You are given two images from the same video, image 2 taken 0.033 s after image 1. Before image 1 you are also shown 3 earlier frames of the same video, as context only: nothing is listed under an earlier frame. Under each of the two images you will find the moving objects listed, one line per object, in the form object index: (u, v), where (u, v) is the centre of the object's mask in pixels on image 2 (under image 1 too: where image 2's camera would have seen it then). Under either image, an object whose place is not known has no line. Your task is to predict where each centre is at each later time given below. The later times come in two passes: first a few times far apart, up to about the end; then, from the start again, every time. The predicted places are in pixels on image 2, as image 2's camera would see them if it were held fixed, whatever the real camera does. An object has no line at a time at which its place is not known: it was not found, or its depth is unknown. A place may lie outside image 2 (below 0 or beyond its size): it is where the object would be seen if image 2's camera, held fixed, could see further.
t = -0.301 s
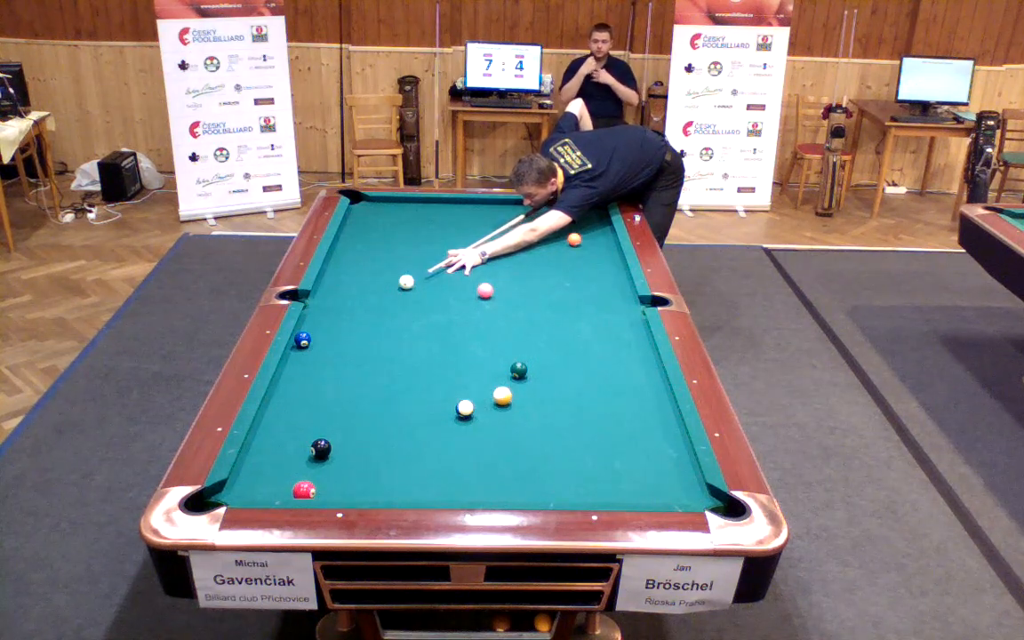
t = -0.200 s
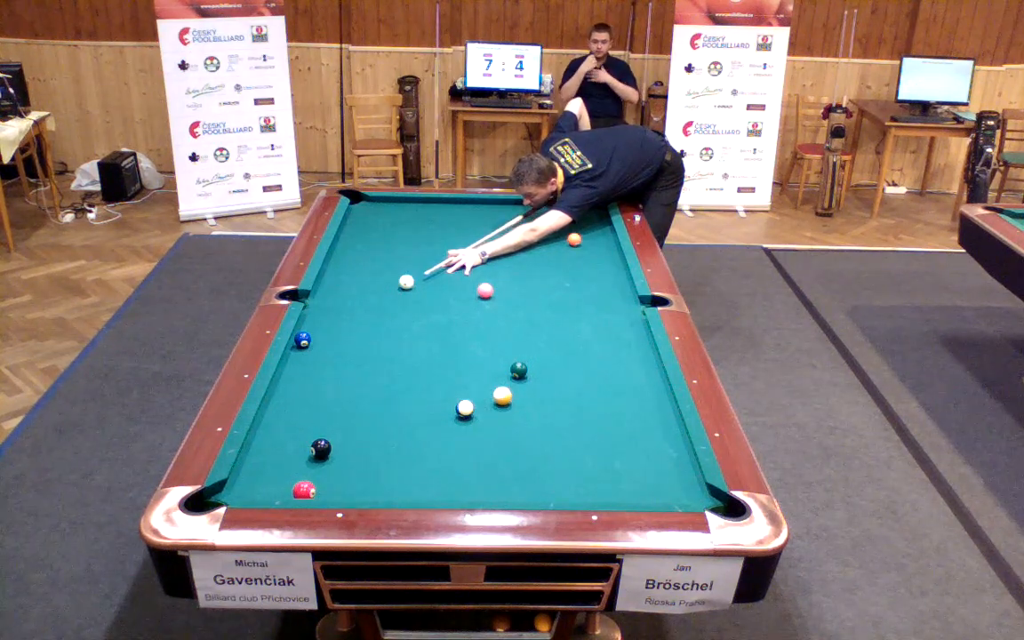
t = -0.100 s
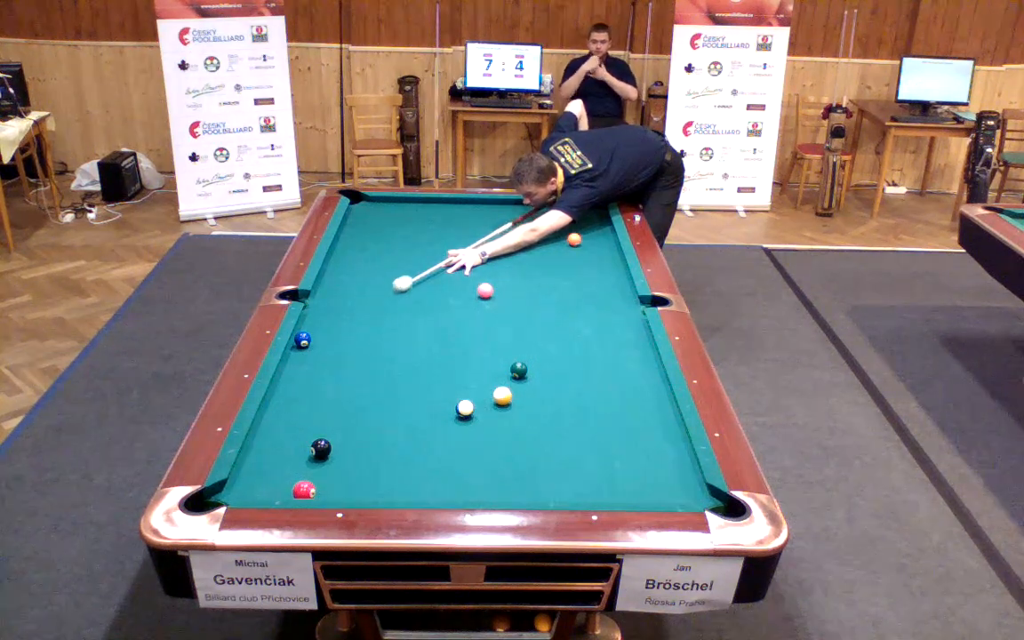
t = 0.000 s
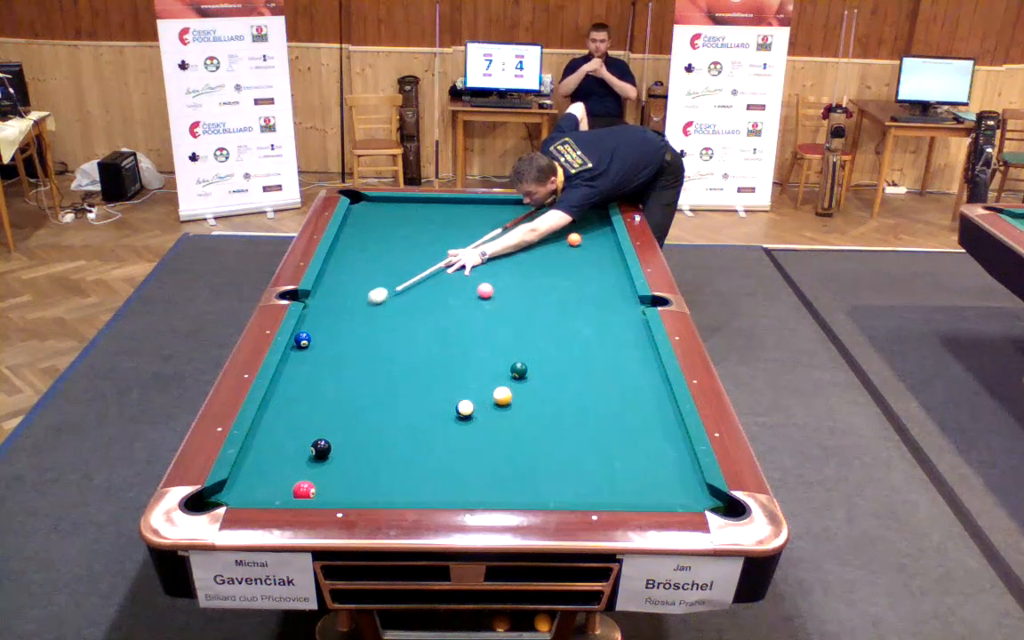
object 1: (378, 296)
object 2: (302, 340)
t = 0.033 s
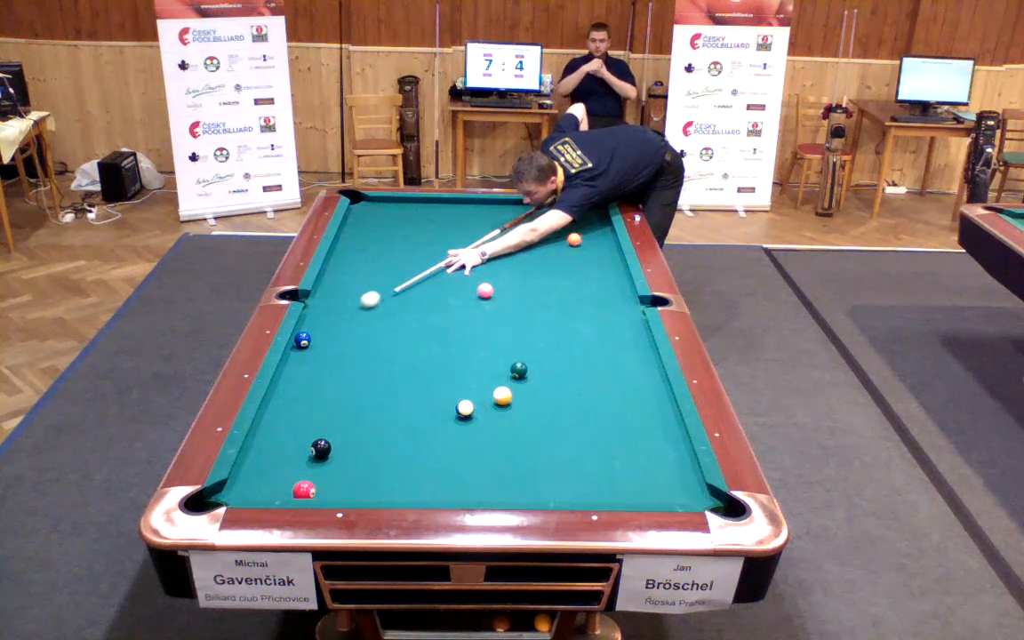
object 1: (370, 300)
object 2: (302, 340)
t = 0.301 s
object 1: (315, 327)
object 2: (302, 340)
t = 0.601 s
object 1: (318, 342)
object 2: (294, 360)
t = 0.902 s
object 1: (338, 356)
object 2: (284, 384)
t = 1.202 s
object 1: (358, 370)
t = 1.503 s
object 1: (378, 383)
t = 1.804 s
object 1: (398, 397)
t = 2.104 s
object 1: (418, 411)
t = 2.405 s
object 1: (438, 424)
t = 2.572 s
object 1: (449, 431)
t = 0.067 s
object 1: (362, 304)
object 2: (302, 340)
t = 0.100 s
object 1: (355, 307)
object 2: (302, 340)
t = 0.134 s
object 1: (348, 311)
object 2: (302, 340)
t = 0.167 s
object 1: (341, 314)
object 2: (302, 340)
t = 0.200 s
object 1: (335, 317)
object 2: (302, 340)
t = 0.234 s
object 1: (328, 320)
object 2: (302, 340)
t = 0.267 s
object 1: (321, 324)
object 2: (302, 340)
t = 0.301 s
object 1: (315, 327)
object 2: (302, 340)
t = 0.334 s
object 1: (309, 328)
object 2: (302, 340)
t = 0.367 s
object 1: (302, 330)
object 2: (301, 340)
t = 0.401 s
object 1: (303, 331)
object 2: (300, 345)
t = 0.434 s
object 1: (307, 334)
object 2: (299, 348)
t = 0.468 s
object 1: (309, 335)
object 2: (298, 350)
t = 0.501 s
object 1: (311, 337)
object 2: (297, 352)
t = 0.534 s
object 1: (314, 339)
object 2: (296, 356)
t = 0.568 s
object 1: (316, 341)
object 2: (294, 359)
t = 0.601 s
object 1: (318, 342)
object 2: (294, 360)
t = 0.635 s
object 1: (320, 344)
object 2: (293, 363)
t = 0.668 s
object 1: (322, 345)
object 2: (291, 366)
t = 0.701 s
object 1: (325, 347)
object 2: (290, 369)
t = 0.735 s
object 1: (327, 348)
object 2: (289, 371)
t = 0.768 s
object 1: (329, 350)
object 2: (288, 373)
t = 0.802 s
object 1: (331, 351)
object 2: (287, 376)
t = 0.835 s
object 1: (334, 353)
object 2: (286, 379)
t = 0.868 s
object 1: (336, 354)
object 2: (285, 382)
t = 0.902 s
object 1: (338, 356)
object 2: (284, 384)
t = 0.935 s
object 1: (341, 357)
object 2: (283, 387)
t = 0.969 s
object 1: (343, 359)
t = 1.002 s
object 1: (345, 360)
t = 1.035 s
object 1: (347, 362)
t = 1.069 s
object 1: (349, 363)
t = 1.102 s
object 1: (351, 365)
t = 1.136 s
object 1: (354, 367)
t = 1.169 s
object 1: (356, 368)
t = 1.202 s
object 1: (358, 370)
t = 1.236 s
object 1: (360, 371)
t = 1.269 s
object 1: (363, 373)
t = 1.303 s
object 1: (365, 374)
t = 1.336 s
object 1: (367, 376)
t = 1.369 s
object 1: (369, 377)
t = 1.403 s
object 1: (372, 379)
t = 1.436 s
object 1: (374, 381)
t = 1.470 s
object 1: (376, 382)
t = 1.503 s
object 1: (378, 383)
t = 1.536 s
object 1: (381, 385)
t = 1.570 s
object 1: (383, 387)
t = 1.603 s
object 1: (385, 388)
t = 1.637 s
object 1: (387, 390)
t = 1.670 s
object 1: (390, 391)
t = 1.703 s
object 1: (392, 393)
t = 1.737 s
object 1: (394, 394)
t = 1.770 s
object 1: (396, 396)
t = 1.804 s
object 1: (398, 397)
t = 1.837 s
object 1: (401, 399)
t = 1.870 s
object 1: (403, 400)
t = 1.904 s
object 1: (405, 402)
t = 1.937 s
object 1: (407, 403)
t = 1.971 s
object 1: (410, 405)
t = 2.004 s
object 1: (412, 406)
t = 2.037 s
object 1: (414, 408)
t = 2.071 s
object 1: (416, 409)
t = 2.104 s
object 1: (418, 411)
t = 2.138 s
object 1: (420, 412)
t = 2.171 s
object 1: (423, 414)
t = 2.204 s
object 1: (425, 415)
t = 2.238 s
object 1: (427, 417)
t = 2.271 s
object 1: (430, 418)
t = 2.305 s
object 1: (432, 419)
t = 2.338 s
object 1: (434, 421)
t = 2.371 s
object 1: (436, 423)
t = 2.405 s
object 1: (438, 424)
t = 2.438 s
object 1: (440, 426)
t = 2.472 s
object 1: (443, 426)
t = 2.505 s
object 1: (445, 428)
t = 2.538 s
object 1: (447, 430)
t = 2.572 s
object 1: (449, 431)
